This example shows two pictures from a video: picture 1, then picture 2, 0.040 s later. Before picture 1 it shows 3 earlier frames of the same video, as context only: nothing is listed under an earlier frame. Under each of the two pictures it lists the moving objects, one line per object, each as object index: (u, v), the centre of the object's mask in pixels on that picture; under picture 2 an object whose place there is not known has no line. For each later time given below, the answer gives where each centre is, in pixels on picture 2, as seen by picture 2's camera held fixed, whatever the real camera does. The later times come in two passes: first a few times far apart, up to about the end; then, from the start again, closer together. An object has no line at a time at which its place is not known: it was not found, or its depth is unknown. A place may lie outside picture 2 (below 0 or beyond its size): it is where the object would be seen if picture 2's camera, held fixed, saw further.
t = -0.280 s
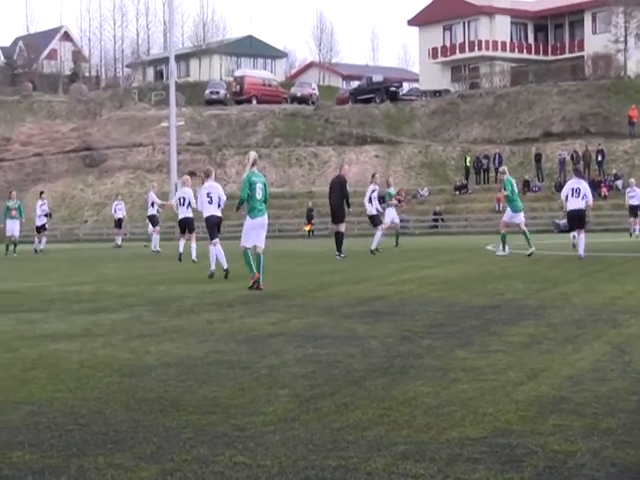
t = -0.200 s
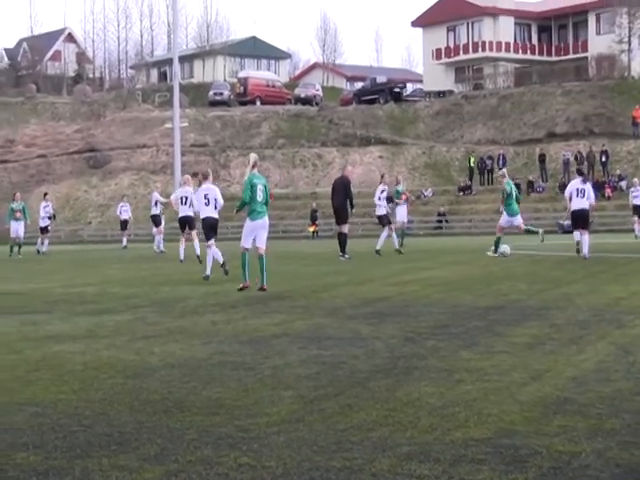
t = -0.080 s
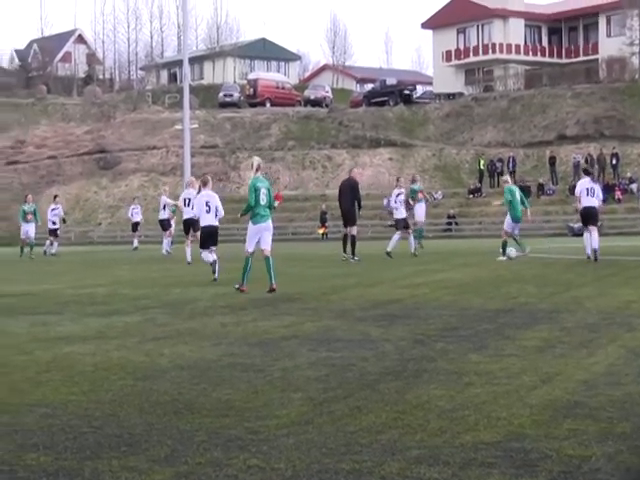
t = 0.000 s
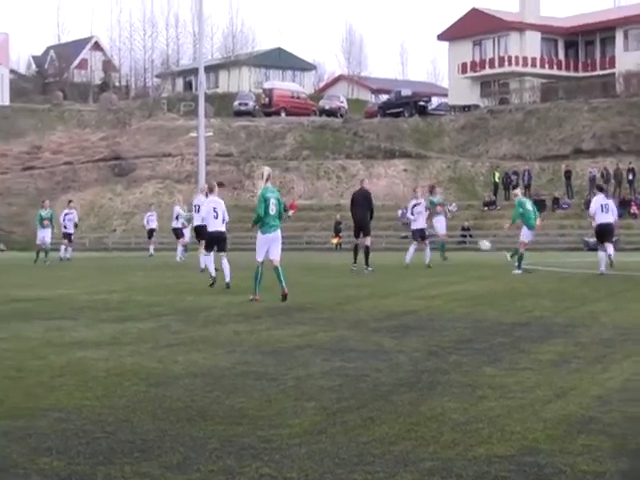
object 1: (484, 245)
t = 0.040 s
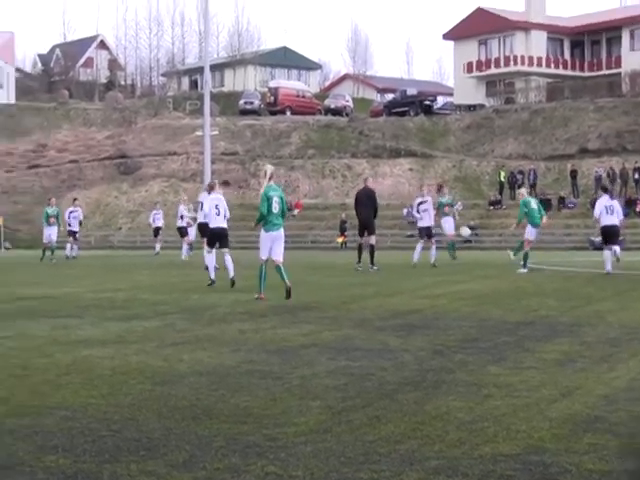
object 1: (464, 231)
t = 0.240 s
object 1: (350, 184)
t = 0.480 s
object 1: (225, 155)
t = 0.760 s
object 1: (90, 154)
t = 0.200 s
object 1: (372, 193)
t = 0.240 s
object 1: (350, 184)
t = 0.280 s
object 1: (328, 178)
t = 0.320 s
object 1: (307, 172)
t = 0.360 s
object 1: (286, 167)
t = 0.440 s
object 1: (245, 158)
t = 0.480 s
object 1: (225, 155)
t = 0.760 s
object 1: (90, 154)
